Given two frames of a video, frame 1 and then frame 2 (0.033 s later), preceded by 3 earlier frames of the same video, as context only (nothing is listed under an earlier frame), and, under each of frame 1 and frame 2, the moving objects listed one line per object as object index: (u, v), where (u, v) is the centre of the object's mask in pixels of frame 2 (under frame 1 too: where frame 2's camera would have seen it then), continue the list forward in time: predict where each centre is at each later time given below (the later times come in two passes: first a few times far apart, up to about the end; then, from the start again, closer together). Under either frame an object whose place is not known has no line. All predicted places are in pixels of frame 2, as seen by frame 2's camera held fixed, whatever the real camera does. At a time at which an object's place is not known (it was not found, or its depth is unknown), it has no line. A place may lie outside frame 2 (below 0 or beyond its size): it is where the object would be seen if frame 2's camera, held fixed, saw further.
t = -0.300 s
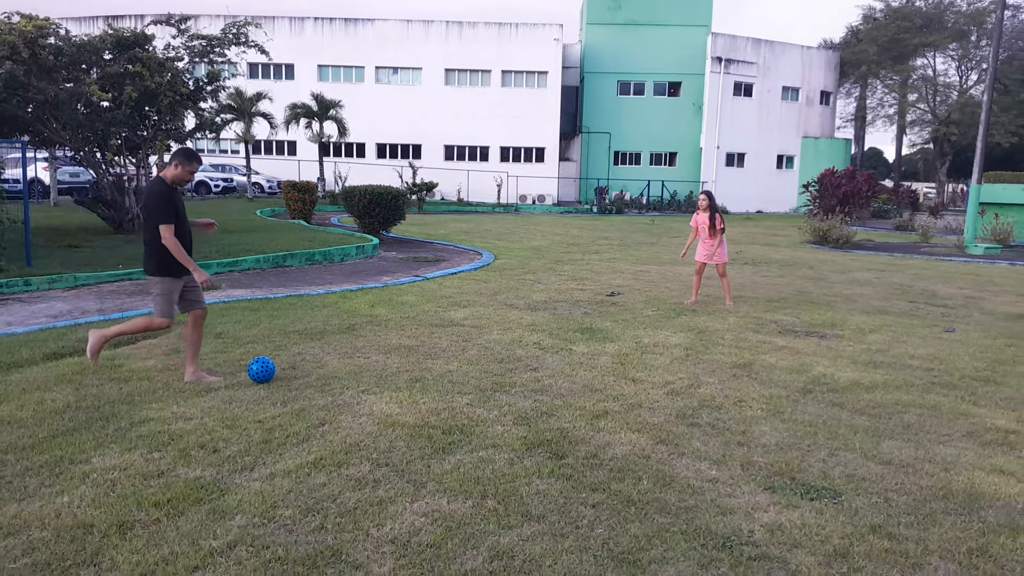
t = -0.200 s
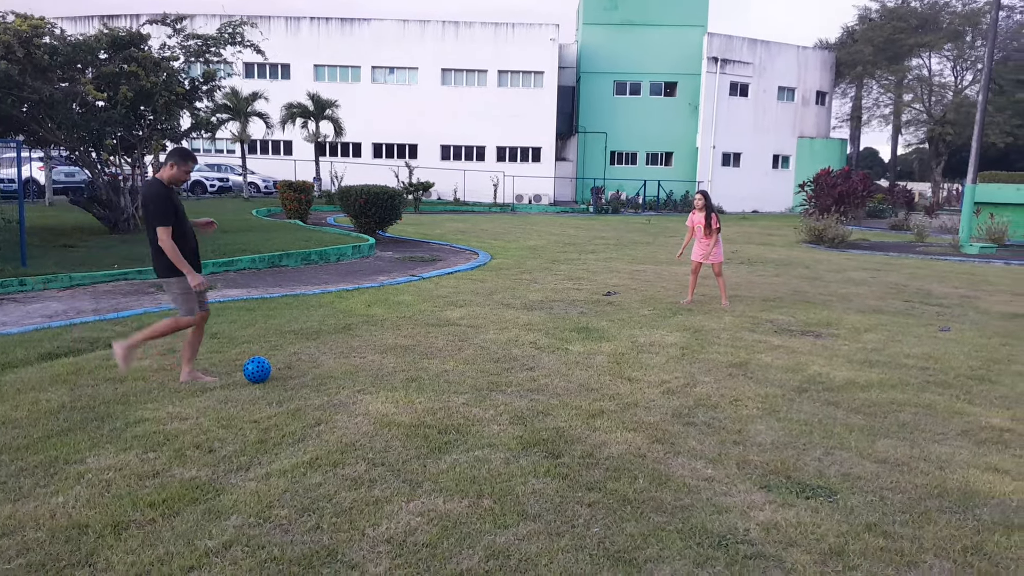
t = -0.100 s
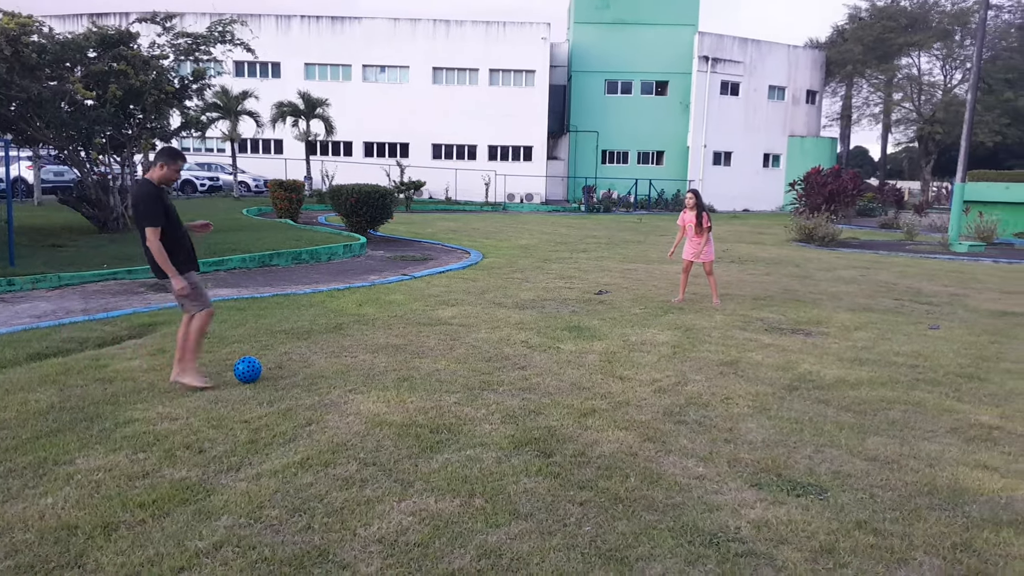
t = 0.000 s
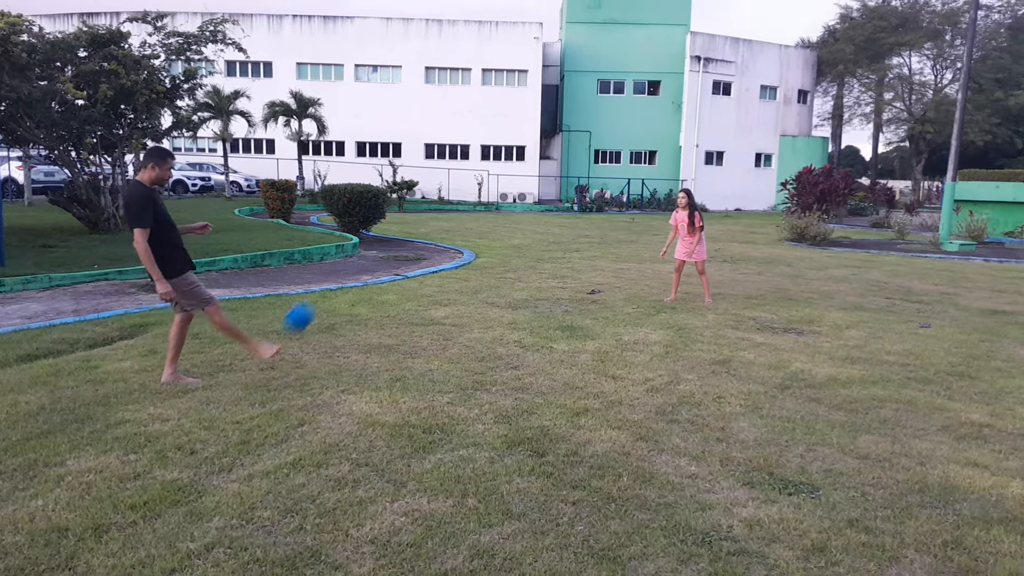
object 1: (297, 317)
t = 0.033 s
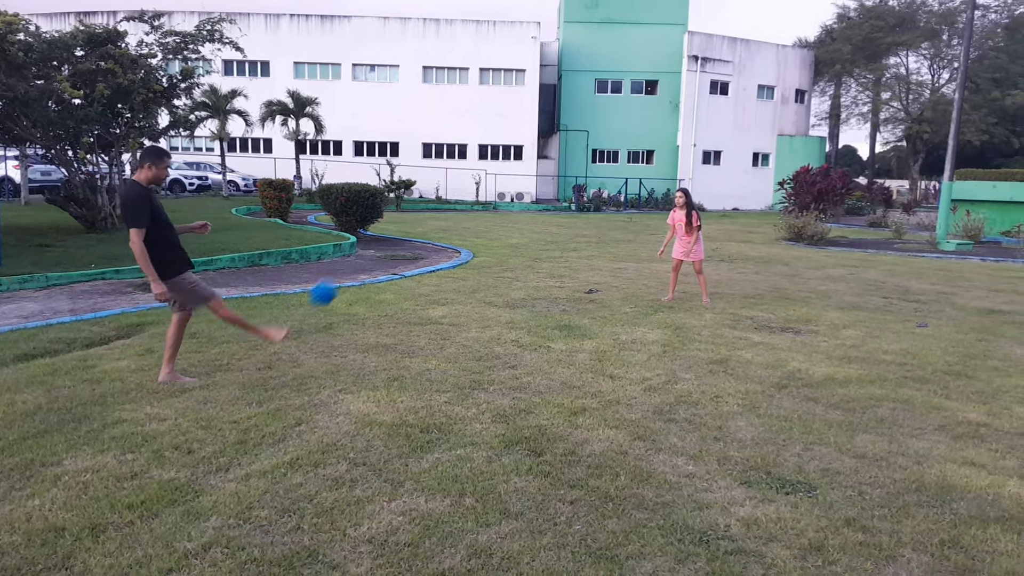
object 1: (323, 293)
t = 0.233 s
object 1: (438, 216)
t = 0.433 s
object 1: (505, 207)
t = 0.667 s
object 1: (548, 243)
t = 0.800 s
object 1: (562, 276)
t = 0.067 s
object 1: (347, 272)
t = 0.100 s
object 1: (368, 257)
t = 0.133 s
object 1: (387, 244)
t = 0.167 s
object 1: (406, 232)
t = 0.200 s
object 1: (423, 224)
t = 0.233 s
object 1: (438, 216)
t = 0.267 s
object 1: (452, 211)
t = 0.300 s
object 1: (464, 207)
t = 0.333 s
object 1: (475, 205)
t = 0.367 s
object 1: (486, 204)
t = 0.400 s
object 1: (496, 205)
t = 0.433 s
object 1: (505, 207)
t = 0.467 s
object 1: (513, 210)
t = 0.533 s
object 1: (527, 219)
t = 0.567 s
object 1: (534, 224)
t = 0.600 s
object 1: (539, 230)
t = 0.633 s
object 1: (544, 236)
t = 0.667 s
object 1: (548, 243)
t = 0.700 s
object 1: (553, 251)
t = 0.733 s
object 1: (556, 259)
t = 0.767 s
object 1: (560, 267)
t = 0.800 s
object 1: (562, 276)
